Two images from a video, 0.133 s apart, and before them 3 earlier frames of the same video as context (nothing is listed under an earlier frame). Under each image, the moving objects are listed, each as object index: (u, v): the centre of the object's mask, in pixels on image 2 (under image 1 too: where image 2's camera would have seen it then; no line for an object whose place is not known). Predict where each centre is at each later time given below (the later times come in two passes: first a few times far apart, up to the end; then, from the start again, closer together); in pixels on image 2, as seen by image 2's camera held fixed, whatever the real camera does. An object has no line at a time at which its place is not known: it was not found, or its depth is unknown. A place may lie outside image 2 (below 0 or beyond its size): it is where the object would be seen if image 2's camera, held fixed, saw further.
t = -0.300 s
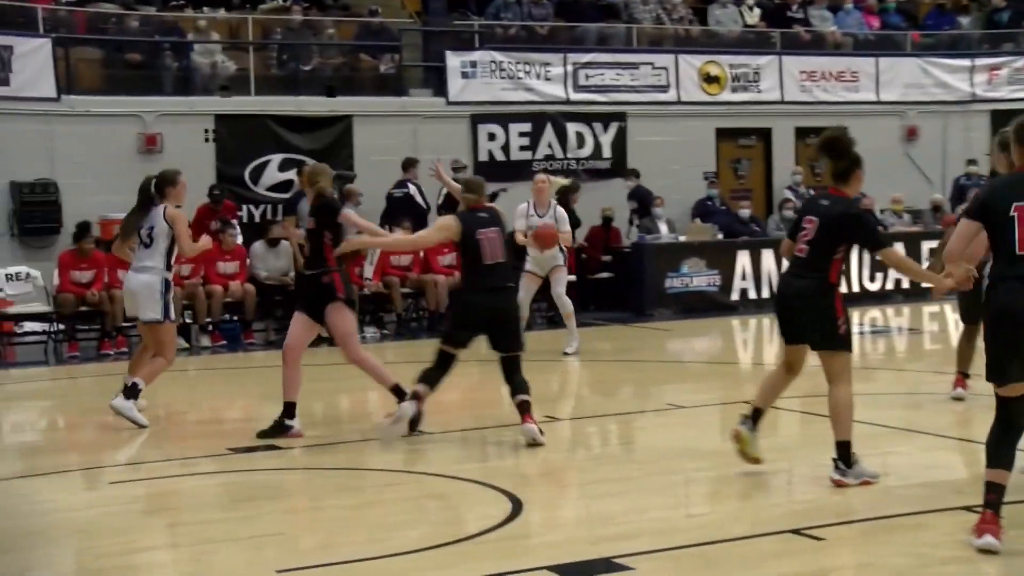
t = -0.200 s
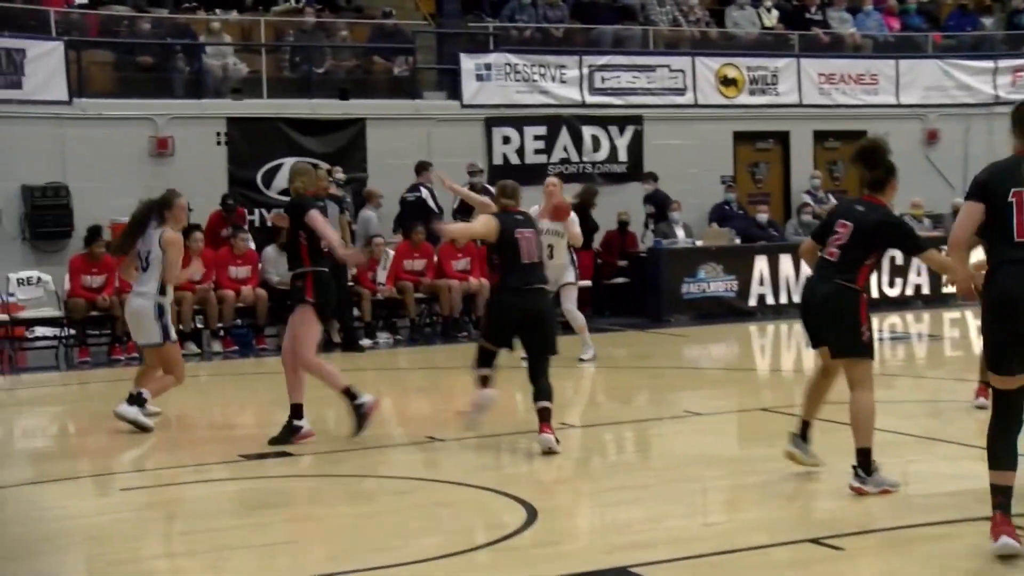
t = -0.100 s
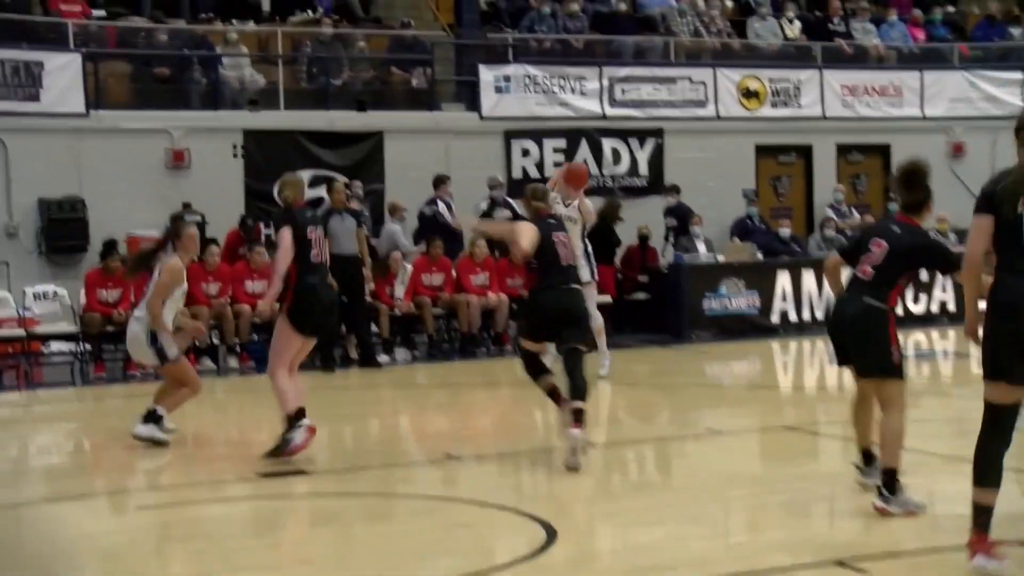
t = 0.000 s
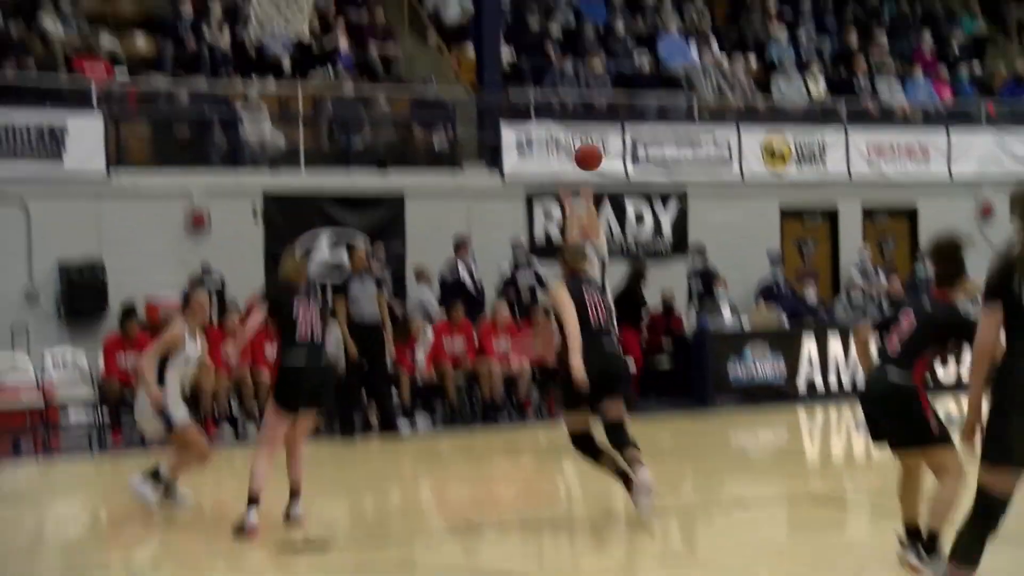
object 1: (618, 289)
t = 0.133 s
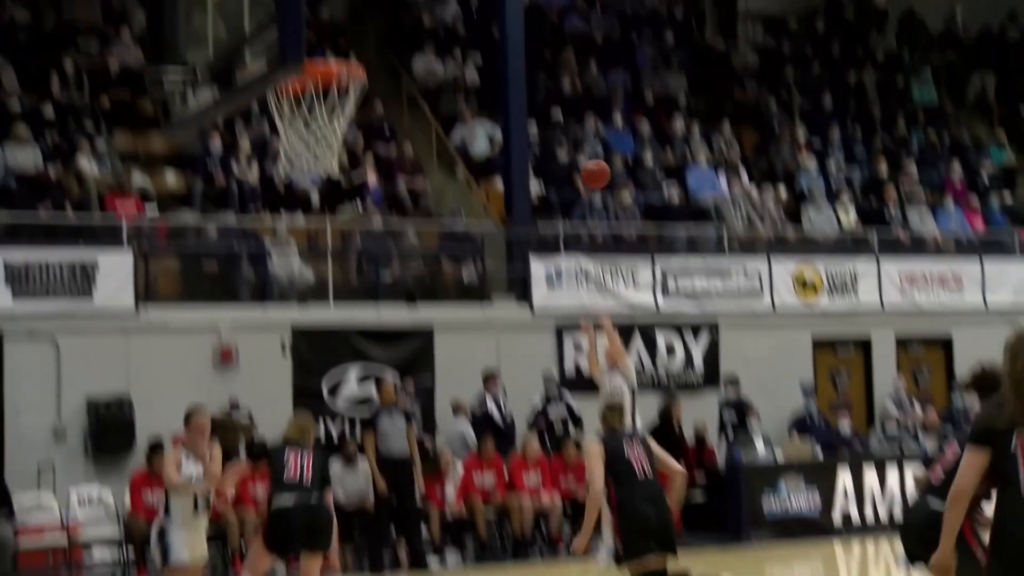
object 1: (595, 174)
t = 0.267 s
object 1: (572, 74)
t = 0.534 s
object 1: (525, -80)
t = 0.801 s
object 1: (474, -154)
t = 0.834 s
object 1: (467, -156)
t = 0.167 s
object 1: (590, 148)
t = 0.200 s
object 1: (584, 122)
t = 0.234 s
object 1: (578, 98)
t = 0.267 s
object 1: (572, 74)
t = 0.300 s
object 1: (566, 51)
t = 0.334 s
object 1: (560, 30)
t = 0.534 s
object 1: (525, -80)
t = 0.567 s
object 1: (518, -94)
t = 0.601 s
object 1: (512, -106)
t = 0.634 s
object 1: (506, -118)
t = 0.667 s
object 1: (500, -128)
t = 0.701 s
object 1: (494, -136)
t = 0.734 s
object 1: (487, -144)
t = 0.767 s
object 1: (480, -150)
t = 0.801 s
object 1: (474, -154)
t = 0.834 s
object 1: (467, -156)
